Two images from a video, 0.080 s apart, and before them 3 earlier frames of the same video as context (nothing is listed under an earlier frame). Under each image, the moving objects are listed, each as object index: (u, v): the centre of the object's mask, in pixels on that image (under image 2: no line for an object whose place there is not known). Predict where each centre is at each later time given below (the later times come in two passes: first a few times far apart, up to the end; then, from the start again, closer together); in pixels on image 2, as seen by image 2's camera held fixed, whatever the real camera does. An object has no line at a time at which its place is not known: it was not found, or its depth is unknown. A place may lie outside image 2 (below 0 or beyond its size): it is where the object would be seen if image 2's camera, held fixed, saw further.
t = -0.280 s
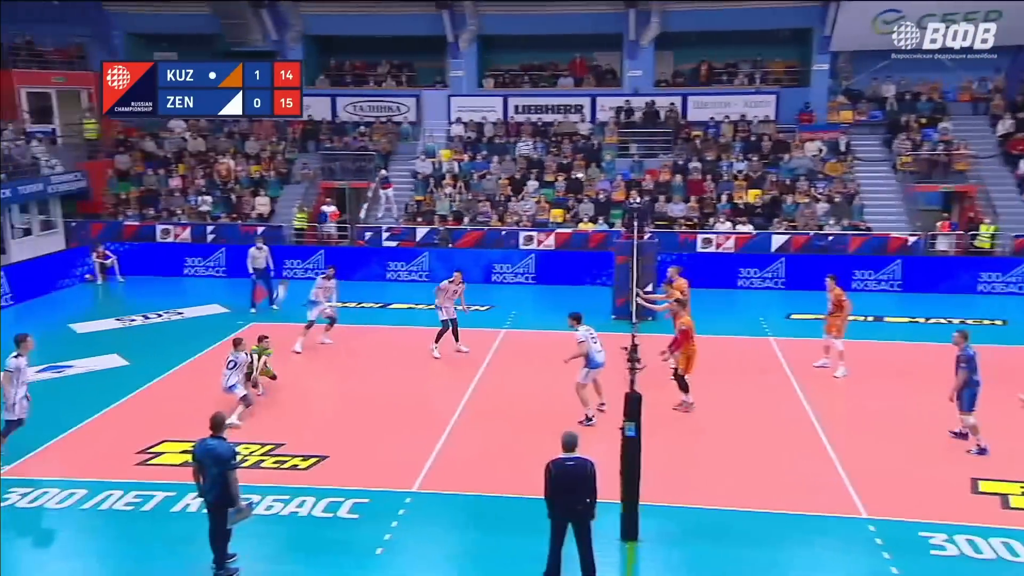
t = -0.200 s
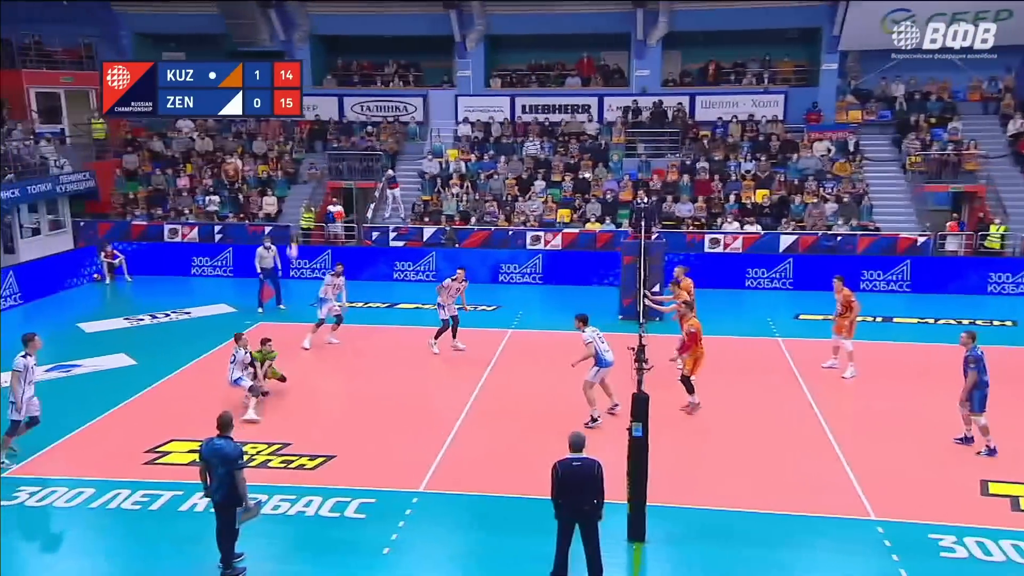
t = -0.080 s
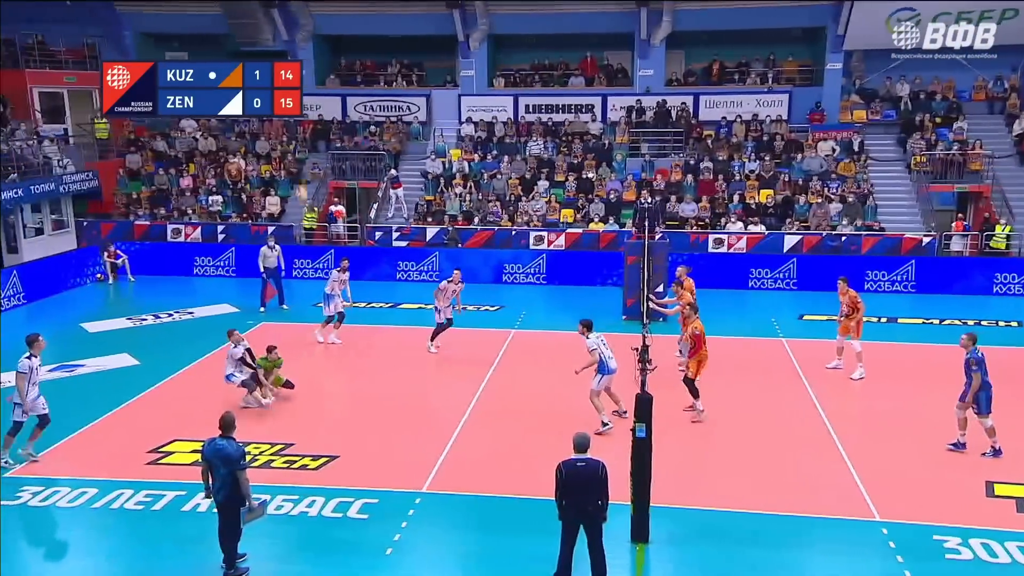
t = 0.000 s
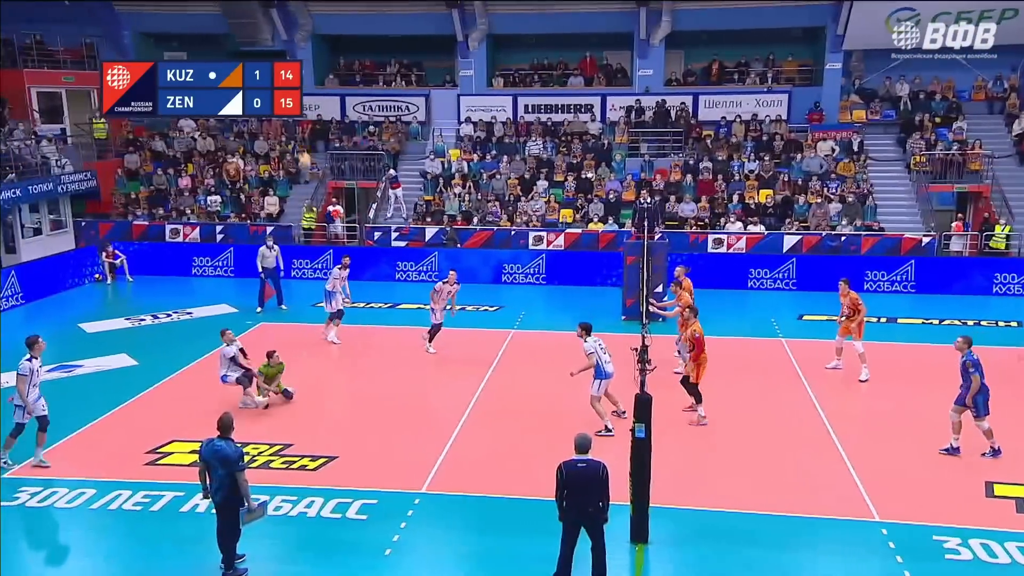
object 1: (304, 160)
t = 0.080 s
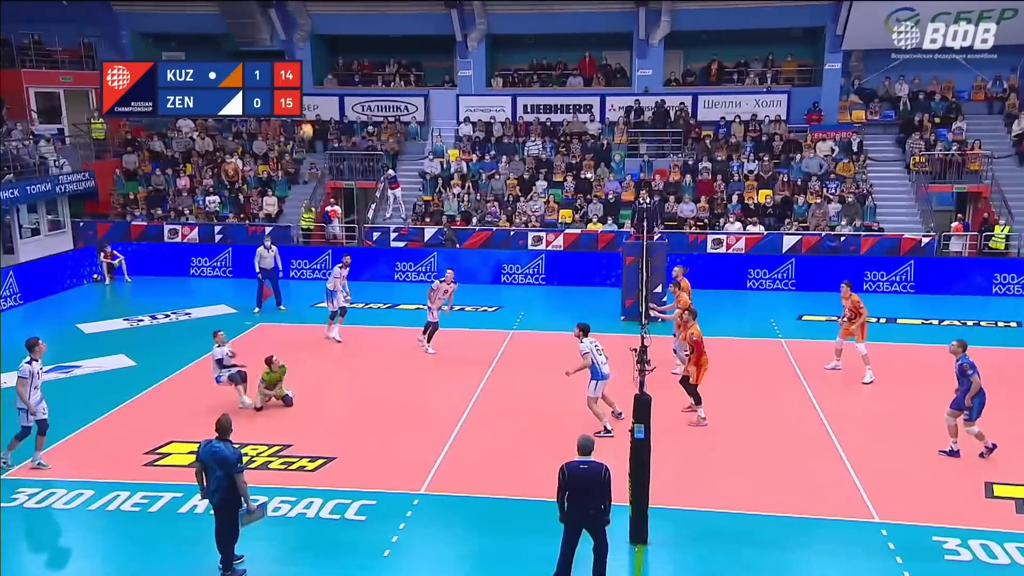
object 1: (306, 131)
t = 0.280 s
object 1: (315, 73)
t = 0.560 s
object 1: (327, 33)
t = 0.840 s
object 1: (341, 40)
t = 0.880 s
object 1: (343, 46)
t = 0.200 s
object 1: (312, 92)
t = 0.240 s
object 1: (313, 81)
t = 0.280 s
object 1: (315, 73)
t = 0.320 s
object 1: (316, 64)
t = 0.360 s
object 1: (317, 56)
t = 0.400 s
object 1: (319, 50)
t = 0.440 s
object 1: (321, 44)
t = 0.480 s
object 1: (323, 39)
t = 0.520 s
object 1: (325, 35)
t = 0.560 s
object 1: (327, 33)
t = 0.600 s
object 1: (328, 31)
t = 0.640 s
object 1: (331, 30)
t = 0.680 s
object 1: (332, 29)
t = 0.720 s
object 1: (335, 31)
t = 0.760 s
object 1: (337, 33)
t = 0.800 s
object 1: (339, 36)
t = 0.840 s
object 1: (341, 40)
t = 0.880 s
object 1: (343, 46)
